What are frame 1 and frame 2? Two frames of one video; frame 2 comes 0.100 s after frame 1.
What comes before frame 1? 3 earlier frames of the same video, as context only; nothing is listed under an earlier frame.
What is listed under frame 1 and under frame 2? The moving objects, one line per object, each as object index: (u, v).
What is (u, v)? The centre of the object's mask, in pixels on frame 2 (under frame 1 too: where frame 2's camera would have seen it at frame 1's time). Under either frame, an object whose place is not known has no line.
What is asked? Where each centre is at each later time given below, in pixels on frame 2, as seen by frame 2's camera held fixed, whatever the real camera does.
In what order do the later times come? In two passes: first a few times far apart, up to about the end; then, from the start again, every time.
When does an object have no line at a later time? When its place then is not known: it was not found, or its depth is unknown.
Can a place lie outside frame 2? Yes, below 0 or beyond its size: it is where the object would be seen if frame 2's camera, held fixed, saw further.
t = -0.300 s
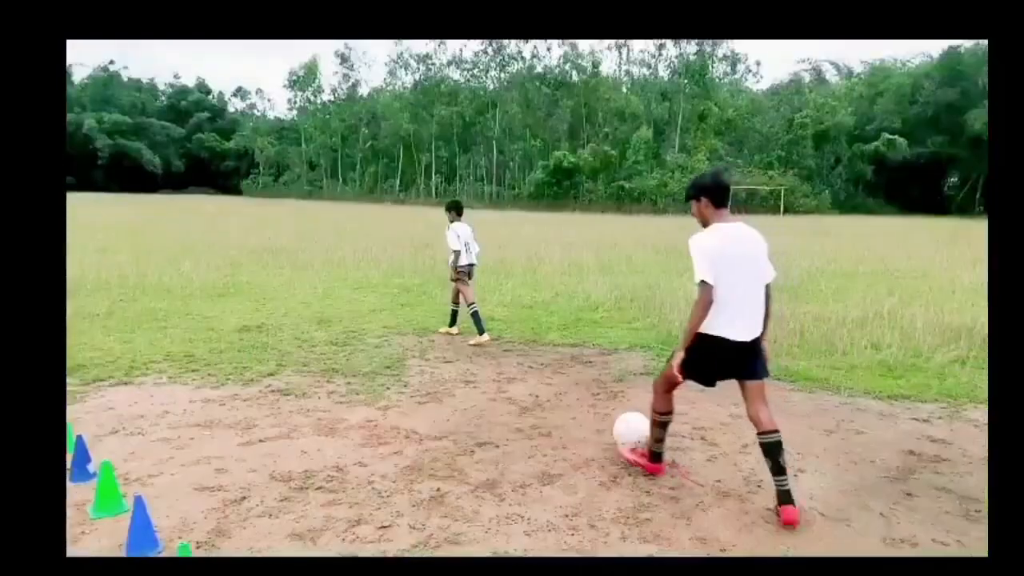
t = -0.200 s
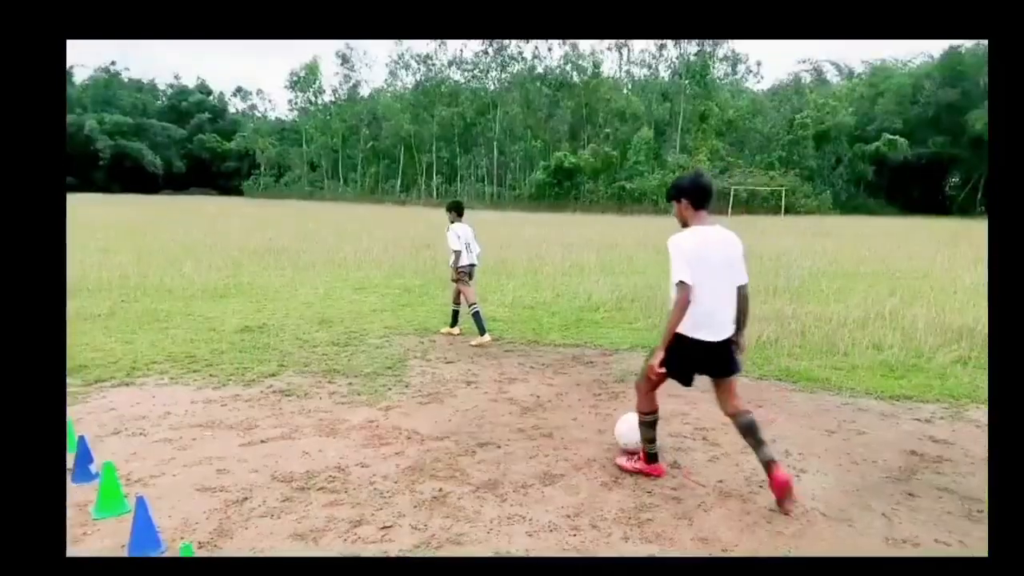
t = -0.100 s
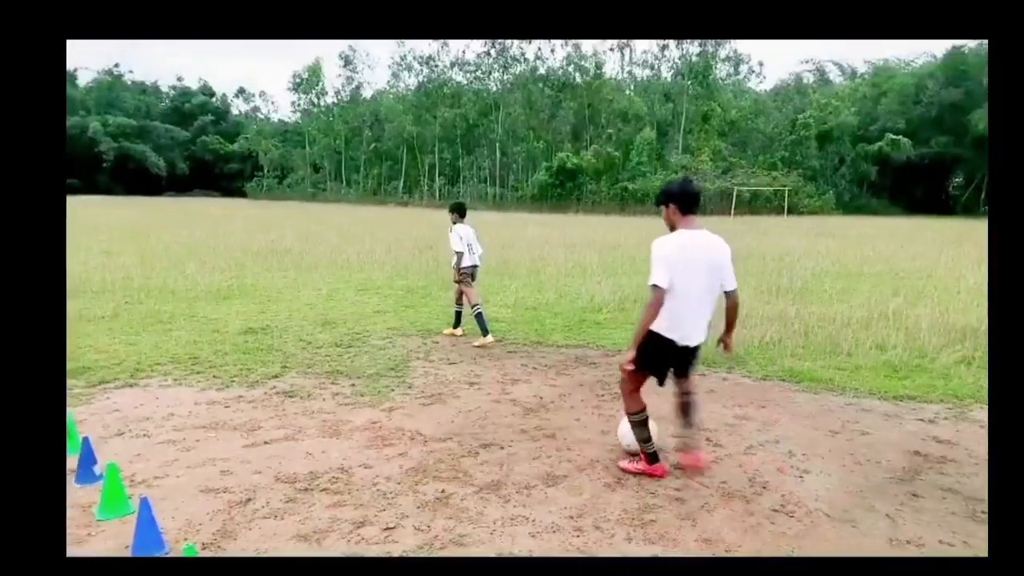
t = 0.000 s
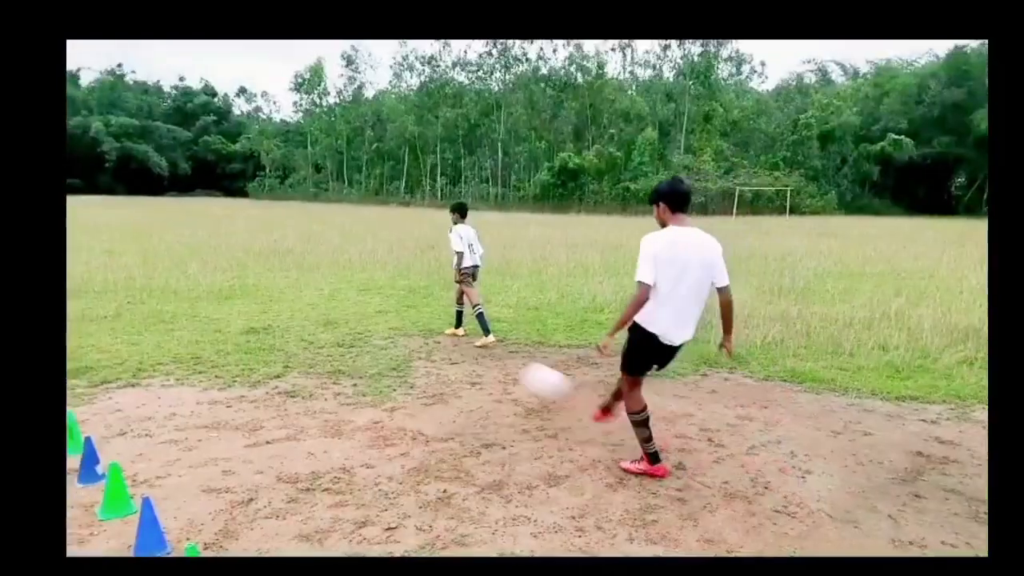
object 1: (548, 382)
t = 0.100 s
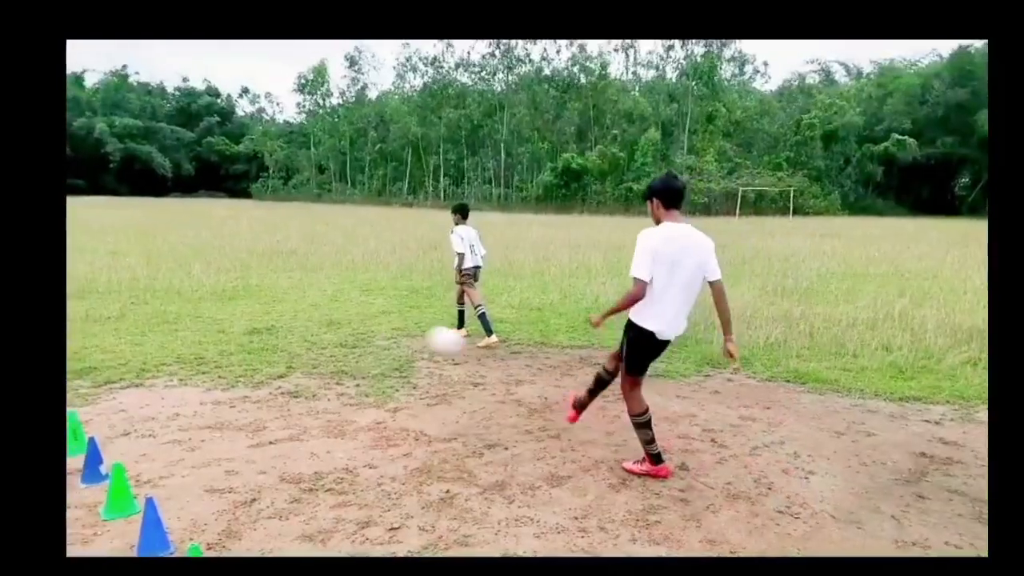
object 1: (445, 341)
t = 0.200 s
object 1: (371, 321)
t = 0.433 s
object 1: (257, 298)
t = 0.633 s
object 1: (200, 286)
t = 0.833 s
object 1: (164, 266)
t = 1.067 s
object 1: (136, 265)
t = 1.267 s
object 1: (119, 261)
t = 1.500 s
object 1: (104, 254)
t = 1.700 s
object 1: (94, 254)
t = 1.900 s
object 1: (85, 250)
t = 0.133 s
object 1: (418, 332)
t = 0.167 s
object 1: (394, 326)
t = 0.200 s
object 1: (371, 321)
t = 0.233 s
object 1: (349, 318)
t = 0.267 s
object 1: (331, 315)
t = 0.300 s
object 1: (313, 314)
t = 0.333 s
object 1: (296, 314)
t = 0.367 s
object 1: (281, 311)
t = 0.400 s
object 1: (268, 303)
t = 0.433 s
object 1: (257, 298)
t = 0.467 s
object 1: (246, 293)
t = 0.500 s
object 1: (236, 289)
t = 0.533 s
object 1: (226, 287)
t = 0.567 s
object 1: (217, 286)
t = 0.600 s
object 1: (208, 286)
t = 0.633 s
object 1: (200, 286)
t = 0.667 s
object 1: (193, 283)
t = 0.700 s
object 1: (186, 277)
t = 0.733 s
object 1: (180, 273)
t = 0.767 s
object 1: (175, 270)
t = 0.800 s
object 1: (169, 268)
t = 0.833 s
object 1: (164, 266)
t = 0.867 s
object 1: (159, 266)
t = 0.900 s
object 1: (155, 266)
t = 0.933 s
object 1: (150, 268)
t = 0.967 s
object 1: (146, 269)
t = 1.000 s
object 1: (142, 269)
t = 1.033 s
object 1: (139, 267)
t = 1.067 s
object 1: (136, 265)
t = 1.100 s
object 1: (133, 262)
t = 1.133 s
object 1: (130, 261)
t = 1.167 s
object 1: (127, 260)
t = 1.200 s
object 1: (124, 260)
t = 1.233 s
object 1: (122, 261)
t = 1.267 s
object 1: (119, 261)
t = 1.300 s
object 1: (117, 262)
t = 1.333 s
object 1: (115, 259)
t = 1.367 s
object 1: (112, 257)
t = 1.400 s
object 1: (110, 255)
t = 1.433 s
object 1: (108, 254)
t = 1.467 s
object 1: (106, 253)
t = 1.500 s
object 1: (104, 254)
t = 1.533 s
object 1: (102, 254)
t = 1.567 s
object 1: (100, 255)
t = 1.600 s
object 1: (98, 256)
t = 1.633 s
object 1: (96, 255)
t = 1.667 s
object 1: (95, 254)
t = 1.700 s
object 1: (94, 254)
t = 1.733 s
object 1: (92, 254)
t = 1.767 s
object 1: (91, 253)
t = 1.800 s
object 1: (89, 252)
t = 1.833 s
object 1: (88, 252)
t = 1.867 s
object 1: (87, 251)
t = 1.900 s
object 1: (85, 250)
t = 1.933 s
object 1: (84, 250)
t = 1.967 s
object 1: (83, 250)
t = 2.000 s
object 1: (82, 249)
